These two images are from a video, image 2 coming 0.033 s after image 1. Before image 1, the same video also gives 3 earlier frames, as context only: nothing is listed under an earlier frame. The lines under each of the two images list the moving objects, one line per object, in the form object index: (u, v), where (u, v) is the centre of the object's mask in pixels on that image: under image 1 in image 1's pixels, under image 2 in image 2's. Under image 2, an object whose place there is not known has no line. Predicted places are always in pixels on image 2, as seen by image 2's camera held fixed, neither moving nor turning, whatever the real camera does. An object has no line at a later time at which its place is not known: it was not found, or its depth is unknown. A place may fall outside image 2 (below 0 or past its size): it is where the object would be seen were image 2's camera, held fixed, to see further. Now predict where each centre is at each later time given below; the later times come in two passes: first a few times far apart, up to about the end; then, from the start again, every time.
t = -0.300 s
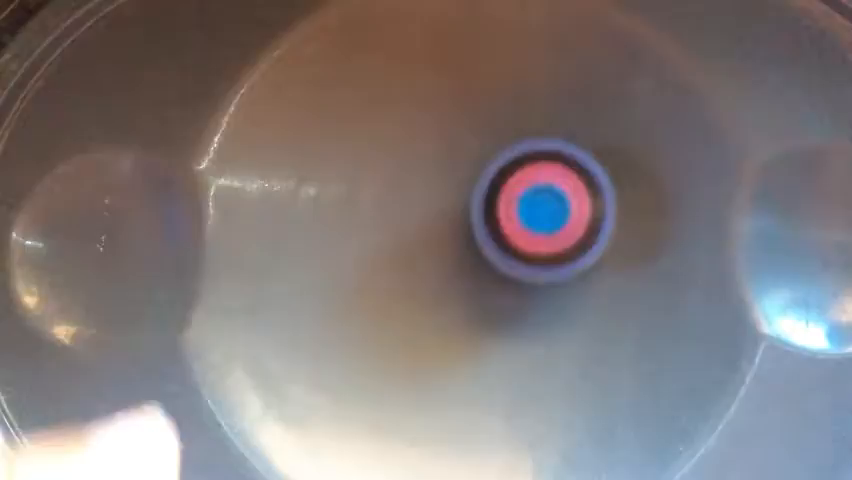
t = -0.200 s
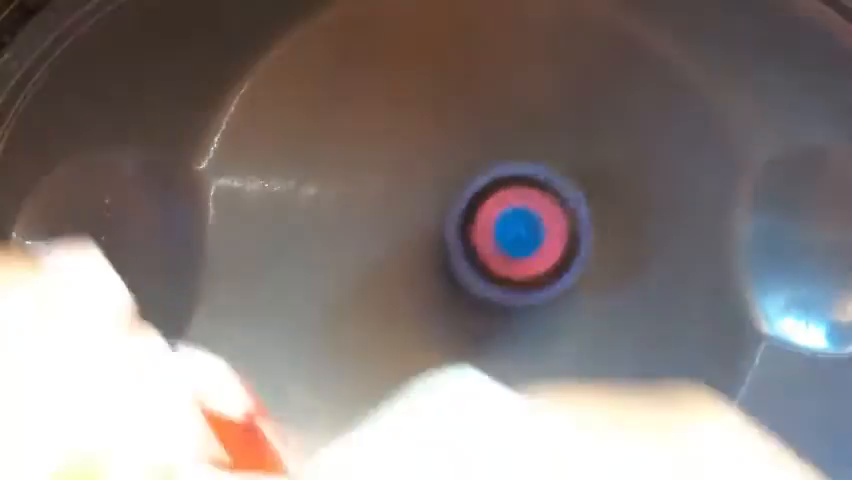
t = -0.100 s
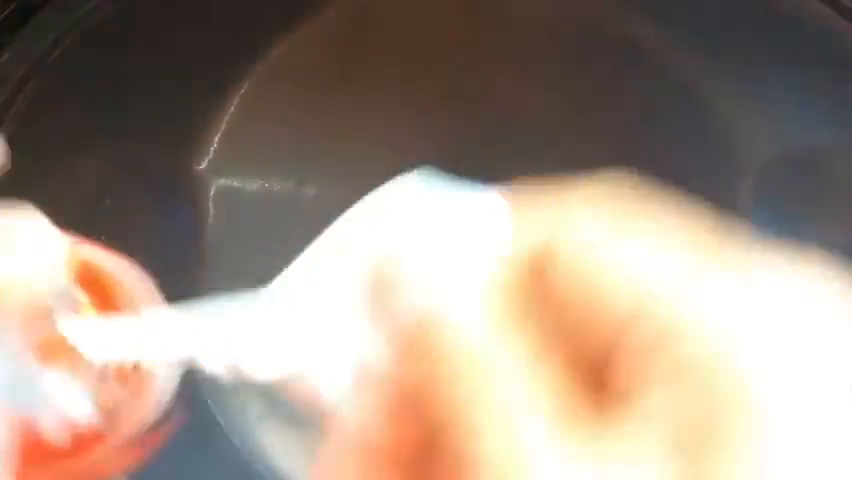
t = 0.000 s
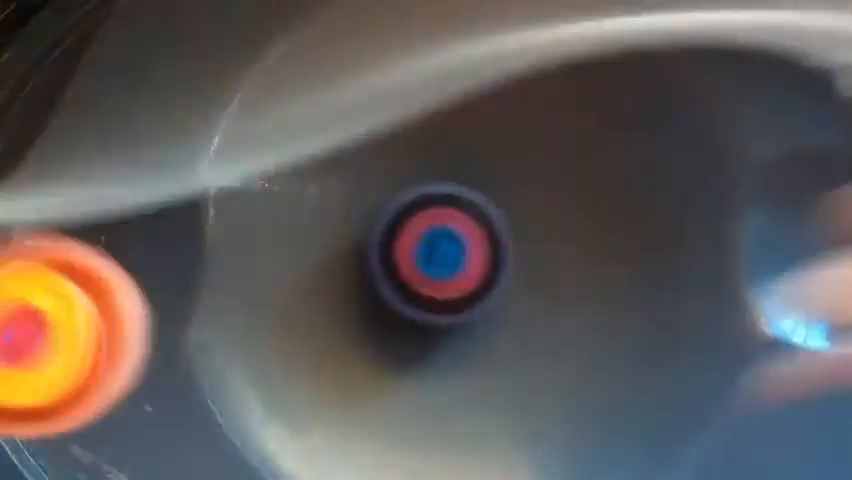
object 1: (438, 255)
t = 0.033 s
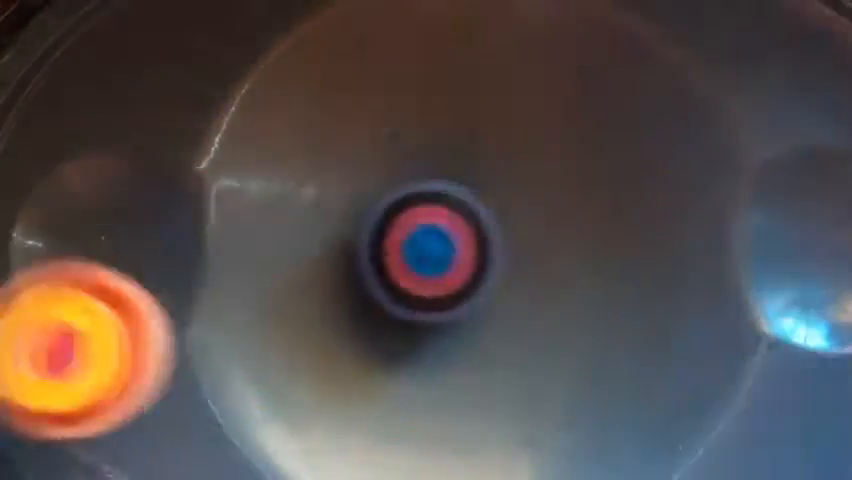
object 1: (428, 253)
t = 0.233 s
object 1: (389, 226)
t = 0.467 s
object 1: (430, 216)
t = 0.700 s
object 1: (485, 286)
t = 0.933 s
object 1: (473, 344)
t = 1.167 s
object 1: (451, 295)
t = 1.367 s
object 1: (502, 233)
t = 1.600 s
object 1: (552, 232)
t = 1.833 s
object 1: (507, 260)
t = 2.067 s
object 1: (433, 221)
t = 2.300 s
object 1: (438, 191)
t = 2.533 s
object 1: (470, 245)
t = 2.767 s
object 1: (454, 313)
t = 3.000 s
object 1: (433, 302)
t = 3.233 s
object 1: (483, 257)
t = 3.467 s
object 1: (537, 258)
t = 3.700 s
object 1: (513, 272)
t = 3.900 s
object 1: (461, 238)
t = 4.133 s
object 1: (449, 197)
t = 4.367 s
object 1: (469, 224)
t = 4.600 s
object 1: (460, 286)
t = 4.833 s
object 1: (436, 302)
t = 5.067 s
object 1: (460, 270)
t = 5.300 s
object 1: (516, 254)
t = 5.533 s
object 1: (524, 265)
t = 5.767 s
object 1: (474, 254)
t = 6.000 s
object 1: (444, 218)
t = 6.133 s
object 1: (447, 212)
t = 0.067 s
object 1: (418, 252)
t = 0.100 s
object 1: (407, 247)
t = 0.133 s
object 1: (400, 242)
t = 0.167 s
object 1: (393, 236)
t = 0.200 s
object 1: (389, 229)
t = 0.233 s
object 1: (389, 226)
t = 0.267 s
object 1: (392, 223)
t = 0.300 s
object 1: (394, 219)
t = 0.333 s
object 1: (399, 214)
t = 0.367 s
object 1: (404, 211)
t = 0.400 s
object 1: (411, 210)
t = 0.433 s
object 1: (420, 212)
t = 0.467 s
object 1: (430, 216)
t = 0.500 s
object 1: (441, 222)
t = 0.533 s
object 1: (450, 231)
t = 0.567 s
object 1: (459, 240)
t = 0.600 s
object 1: (468, 251)
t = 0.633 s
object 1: (475, 264)
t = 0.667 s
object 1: (481, 275)
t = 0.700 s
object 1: (485, 286)
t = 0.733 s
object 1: (488, 298)
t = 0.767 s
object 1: (489, 309)
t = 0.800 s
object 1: (488, 319)
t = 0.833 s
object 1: (486, 328)
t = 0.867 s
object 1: (483, 335)
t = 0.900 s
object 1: (479, 341)
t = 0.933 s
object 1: (473, 344)
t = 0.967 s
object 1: (467, 345)
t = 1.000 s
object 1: (461, 343)
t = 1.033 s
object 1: (456, 337)
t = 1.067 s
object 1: (452, 330)
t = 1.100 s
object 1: (449, 320)
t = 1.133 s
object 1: (449, 309)
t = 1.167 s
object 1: (451, 295)
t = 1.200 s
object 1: (456, 283)
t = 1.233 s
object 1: (462, 271)
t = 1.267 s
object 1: (472, 258)
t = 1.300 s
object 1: (481, 248)
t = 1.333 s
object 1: (491, 239)
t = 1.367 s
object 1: (502, 233)
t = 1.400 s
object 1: (513, 227)
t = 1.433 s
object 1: (522, 224)
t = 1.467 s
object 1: (531, 223)
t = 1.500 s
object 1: (540, 223)
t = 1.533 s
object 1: (546, 224)
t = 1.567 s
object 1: (550, 227)
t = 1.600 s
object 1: (552, 232)
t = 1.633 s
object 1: (552, 237)
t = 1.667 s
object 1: (550, 241)
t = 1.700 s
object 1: (546, 247)
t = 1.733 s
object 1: (539, 252)
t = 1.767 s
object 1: (531, 257)
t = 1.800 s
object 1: (520, 259)
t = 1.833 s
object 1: (507, 260)
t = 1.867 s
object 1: (495, 258)
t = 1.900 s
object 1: (483, 257)
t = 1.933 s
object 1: (471, 252)
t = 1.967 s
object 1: (458, 246)
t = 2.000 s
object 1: (448, 238)
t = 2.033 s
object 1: (440, 229)
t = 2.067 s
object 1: (433, 221)
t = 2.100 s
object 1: (429, 214)
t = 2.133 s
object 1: (426, 207)
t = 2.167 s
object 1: (426, 202)
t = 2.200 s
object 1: (427, 197)
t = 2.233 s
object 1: (429, 193)
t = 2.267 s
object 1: (433, 191)
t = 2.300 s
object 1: (438, 191)
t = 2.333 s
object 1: (444, 193)
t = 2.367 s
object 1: (451, 197)
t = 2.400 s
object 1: (457, 204)
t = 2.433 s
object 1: (462, 212)
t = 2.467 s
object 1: (465, 222)
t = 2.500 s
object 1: (468, 234)
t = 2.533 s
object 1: (470, 245)
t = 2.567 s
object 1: (471, 258)
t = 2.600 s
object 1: (470, 270)
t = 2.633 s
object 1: (468, 281)
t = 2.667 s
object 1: (466, 291)
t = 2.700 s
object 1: (462, 300)
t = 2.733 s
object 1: (458, 308)
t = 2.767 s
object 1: (454, 313)
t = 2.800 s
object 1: (449, 317)
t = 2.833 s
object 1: (444, 318)
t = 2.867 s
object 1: (440, 318)
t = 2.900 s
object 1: (436, 316)
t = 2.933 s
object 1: (433, 313)
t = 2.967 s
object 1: (432, 308)
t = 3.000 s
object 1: (433, 302)
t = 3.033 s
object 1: (435, 295)
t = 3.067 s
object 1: (440, 288)
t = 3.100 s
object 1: (446, 281)
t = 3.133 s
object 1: (454, 274)
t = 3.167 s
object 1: (463, 267)
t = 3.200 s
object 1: (473, 261)
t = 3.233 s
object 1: (483, 257)
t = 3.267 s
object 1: (493, 255)
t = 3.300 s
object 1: (503, 253)
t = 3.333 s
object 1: (512, 252)
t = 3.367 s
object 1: (521, 251)
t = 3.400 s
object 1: (528, 253)
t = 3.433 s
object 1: (533, 255)
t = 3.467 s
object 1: (537, 258)
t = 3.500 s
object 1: (539, 261)
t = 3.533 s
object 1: (539, 266)
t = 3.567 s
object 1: (538, 269)
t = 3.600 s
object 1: (534, 271)
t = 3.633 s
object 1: (528, 273)
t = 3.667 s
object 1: (522, 273)
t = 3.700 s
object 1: (513, 272)
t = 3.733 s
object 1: (503, 269)
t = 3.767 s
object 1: (494, 265)
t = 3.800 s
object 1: (484, 260)
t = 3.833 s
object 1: (476, 253)
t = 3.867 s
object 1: (468, 246)
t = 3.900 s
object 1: (461, 238)
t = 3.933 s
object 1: (456, 230)
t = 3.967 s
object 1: (452, 222)
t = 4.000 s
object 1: (448, 215)
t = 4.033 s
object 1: (447, 208)
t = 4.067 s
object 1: (447, 203)
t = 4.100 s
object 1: (447, 200)
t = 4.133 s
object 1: (449, 197)
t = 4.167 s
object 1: (452, 196)
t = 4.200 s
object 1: (455, 196)
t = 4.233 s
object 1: (458, 199)
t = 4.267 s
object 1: (461, 203)
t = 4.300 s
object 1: (464, 208)
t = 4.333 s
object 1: (467, 215)
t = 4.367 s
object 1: (469, 224)
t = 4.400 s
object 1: (470, 233)
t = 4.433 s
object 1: (471, 242)
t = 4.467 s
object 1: (470, 252)
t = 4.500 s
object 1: (469, 262)
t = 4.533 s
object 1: (466, 271)
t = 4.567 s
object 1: (463, 279)
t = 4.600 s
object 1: (460, 286)
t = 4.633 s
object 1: (456, 292)
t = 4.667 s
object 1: (453, 298)
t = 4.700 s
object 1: (449, 302)
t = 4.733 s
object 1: (445, 304)
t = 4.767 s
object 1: (441, 305)
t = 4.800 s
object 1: (438, 304)
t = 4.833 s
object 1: (436, 302)
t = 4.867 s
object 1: (435, 298)
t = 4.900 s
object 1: (436, 294)
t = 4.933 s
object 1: (437, 290)
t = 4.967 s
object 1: (440, 286)
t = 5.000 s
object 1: (446, 281)
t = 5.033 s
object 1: (452, 275)
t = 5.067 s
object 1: (460, 270)
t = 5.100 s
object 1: (468, 264)
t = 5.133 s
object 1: (476, 260)
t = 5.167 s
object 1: (485, 258)
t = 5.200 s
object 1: (494, 257)
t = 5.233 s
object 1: (501, 255)
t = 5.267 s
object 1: (509, 254)
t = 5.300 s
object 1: (516, 254)
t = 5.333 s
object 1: (521, 254)
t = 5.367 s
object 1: (525, 256)
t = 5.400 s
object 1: (528, 258)
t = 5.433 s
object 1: (529, 260)
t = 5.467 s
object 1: (529, 262)
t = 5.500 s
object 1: (527, 264)
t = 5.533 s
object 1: (524, 265)
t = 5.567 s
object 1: (520, 265)
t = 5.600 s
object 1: (515, 266)
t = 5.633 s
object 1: (507, 265)
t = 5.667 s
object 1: (500, 262)
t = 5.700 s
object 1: (492, 260)
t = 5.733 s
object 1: (483, 258)
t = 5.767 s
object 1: (474, 254)
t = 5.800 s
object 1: (467, 249)
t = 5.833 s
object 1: (461, 244)
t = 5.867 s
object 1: (456, 239)
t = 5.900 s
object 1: (451, 232)
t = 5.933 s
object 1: (448, 227)
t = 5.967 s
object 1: (445, 222)
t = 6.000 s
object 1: (444, 218)
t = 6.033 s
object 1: (443, 215)
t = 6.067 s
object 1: (444, 213)
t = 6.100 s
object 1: (445, 212)
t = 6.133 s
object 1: (447, 212)
